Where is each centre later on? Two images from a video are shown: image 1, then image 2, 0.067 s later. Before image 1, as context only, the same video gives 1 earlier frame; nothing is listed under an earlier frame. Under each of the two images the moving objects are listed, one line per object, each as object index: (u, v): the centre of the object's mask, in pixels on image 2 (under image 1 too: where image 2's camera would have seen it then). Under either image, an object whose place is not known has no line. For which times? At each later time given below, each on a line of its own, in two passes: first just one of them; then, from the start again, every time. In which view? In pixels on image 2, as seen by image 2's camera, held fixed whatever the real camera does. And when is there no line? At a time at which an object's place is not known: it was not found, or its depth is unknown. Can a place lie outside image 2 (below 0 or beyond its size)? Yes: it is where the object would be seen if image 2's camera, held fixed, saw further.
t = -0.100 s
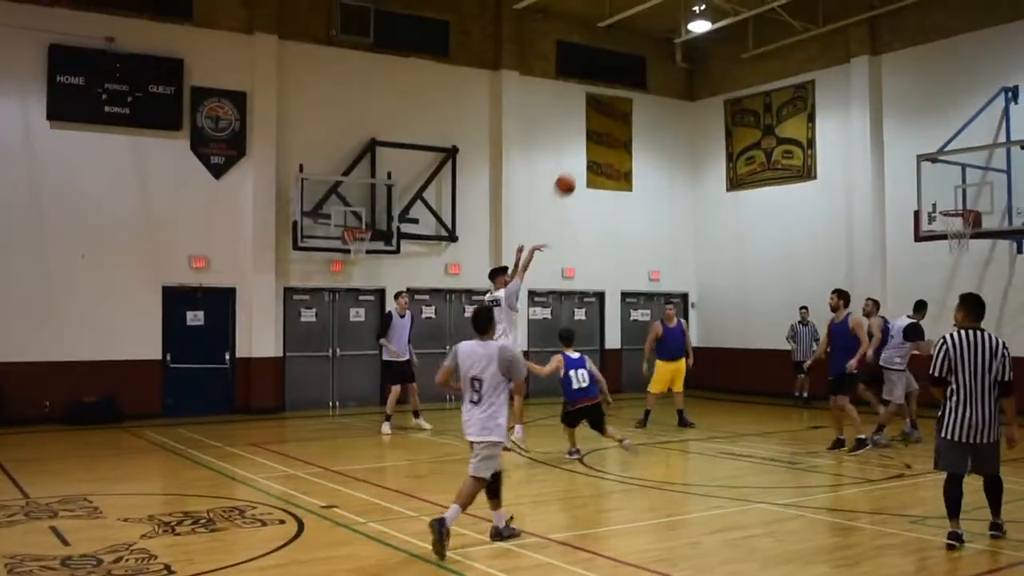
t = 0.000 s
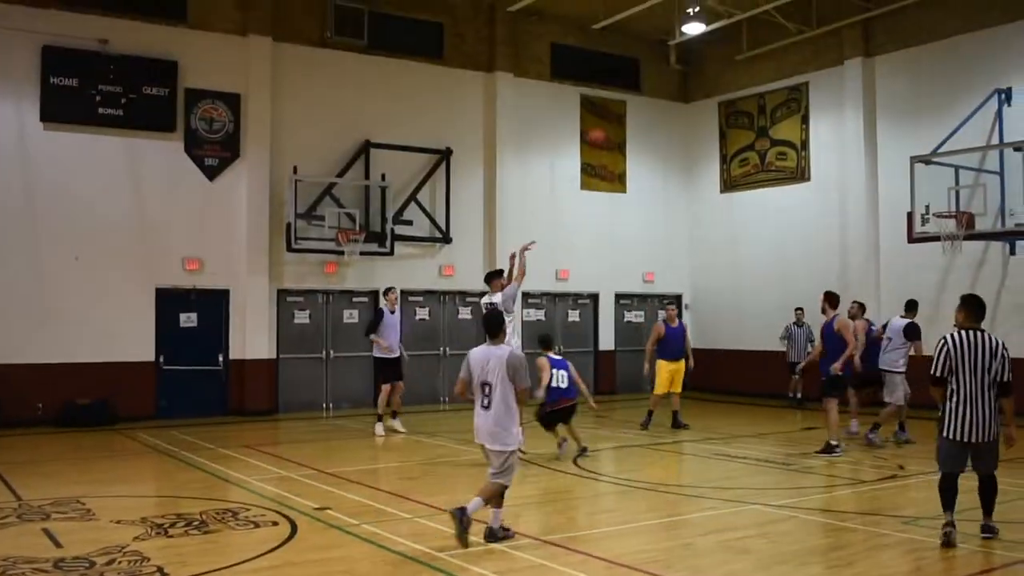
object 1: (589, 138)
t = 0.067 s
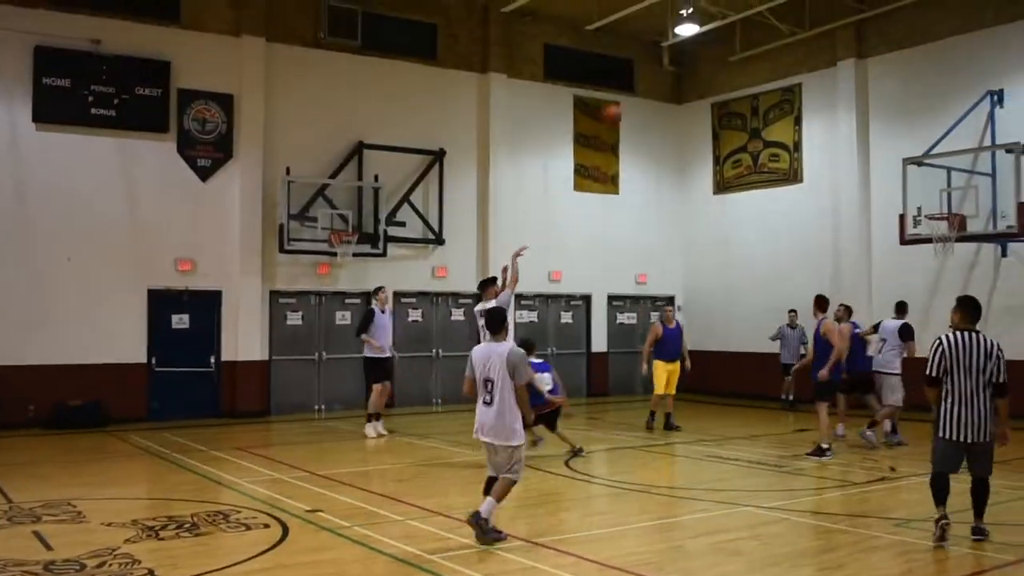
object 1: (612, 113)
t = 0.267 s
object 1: (677, 63)
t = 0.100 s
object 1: (625, 104)
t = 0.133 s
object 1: (634, 94)
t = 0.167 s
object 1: (646, 83)
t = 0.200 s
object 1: (657, 74)
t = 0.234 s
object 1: (667, 68)
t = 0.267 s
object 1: (677, 63)
